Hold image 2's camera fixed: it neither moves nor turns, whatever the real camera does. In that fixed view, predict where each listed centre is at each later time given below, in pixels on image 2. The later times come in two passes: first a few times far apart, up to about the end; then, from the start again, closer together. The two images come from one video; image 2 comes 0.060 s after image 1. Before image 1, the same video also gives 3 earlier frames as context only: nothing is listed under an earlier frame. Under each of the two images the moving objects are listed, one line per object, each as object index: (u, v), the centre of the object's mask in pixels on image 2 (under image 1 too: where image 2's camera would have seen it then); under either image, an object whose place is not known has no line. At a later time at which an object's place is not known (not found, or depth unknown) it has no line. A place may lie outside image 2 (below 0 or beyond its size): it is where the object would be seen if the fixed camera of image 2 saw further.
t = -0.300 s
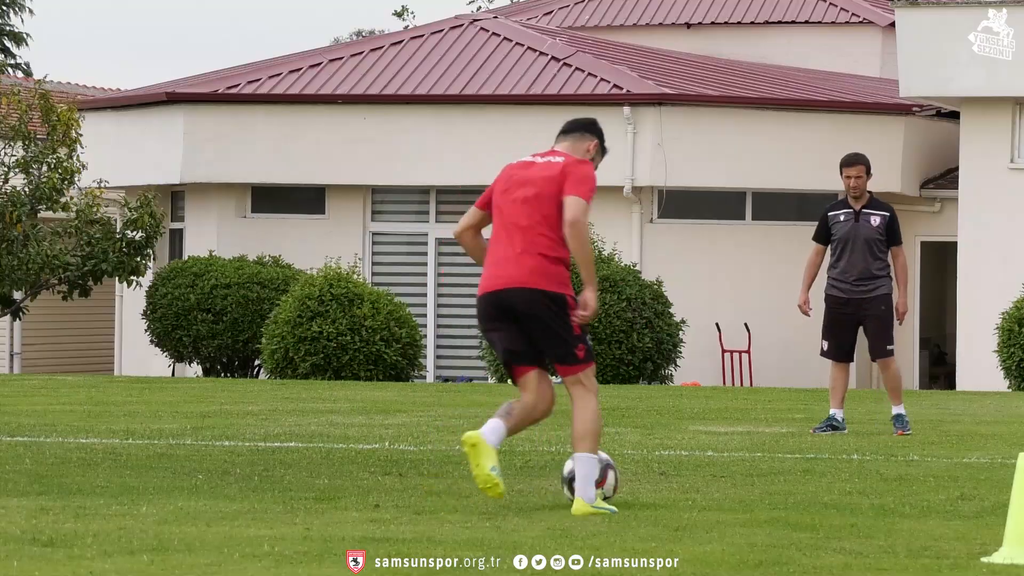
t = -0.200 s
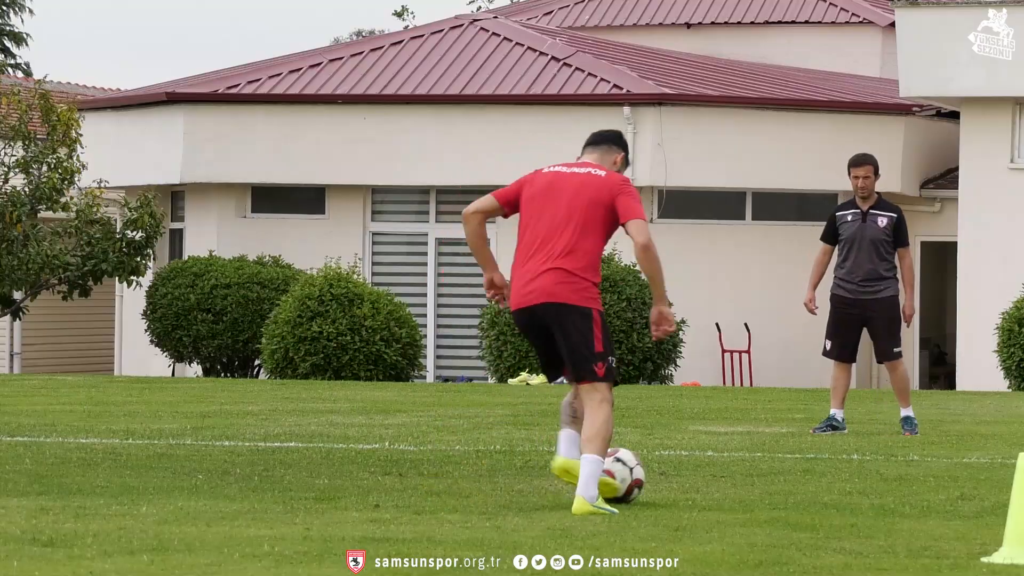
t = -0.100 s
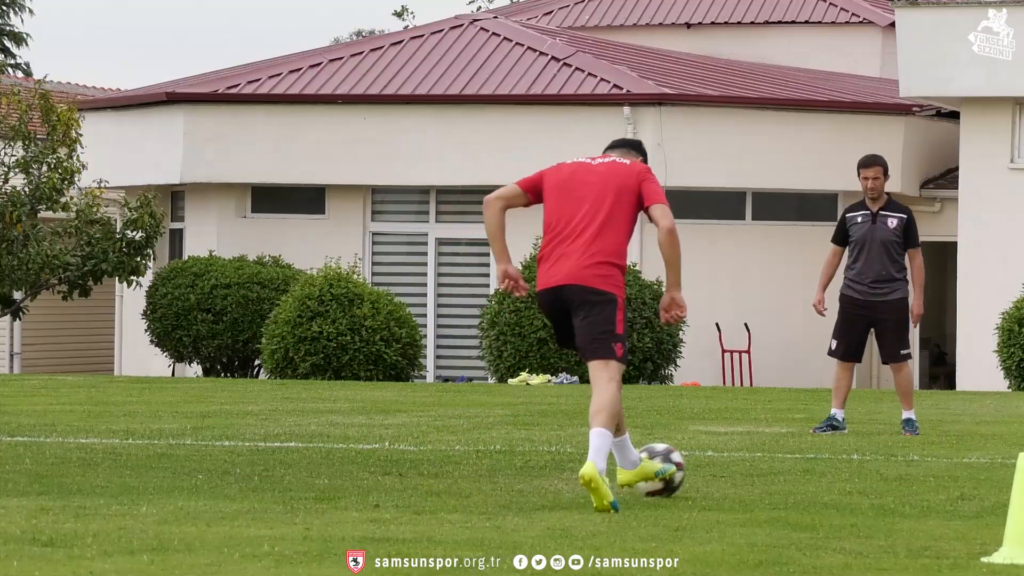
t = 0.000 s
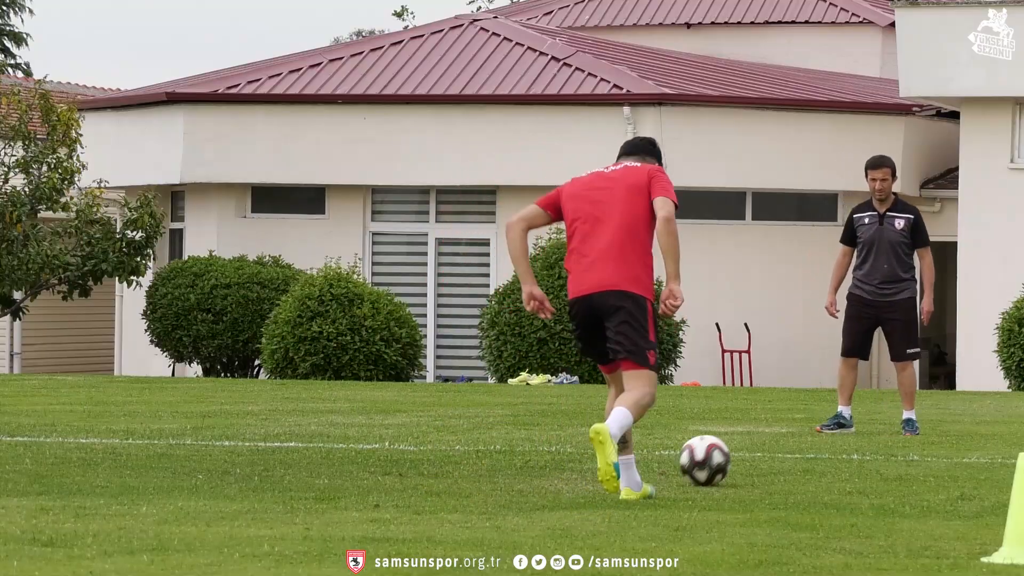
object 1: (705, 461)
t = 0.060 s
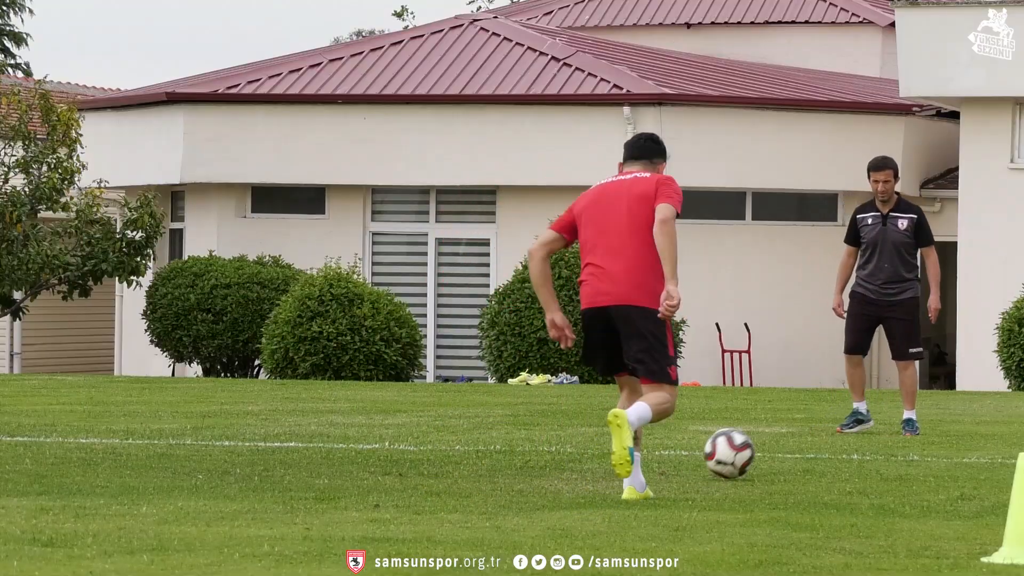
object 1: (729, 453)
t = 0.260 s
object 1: (795, 442)
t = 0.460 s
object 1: (844, 434)
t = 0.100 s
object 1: (744, 453)
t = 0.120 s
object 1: (752, 453)
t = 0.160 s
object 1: (765, 447)
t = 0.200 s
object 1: (777, 443)
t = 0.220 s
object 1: (783, 442)
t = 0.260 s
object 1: (795, 442)
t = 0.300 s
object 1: (806, 441)
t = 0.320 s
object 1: (811, 438)
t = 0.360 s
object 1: (820, 434)
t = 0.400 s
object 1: (830, 432)
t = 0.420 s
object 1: (835, 432)
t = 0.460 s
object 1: (844, 434)
